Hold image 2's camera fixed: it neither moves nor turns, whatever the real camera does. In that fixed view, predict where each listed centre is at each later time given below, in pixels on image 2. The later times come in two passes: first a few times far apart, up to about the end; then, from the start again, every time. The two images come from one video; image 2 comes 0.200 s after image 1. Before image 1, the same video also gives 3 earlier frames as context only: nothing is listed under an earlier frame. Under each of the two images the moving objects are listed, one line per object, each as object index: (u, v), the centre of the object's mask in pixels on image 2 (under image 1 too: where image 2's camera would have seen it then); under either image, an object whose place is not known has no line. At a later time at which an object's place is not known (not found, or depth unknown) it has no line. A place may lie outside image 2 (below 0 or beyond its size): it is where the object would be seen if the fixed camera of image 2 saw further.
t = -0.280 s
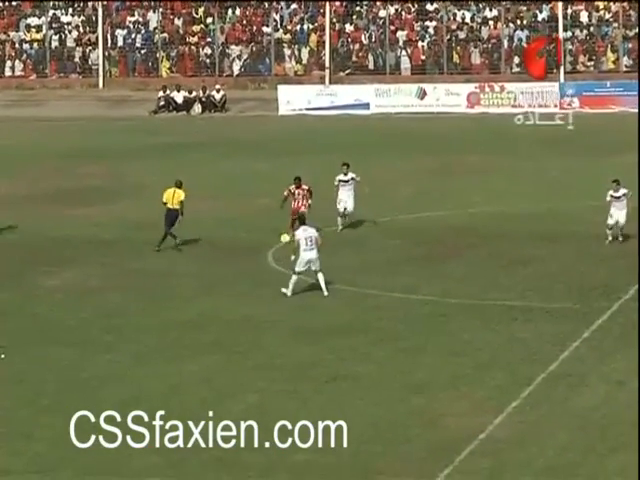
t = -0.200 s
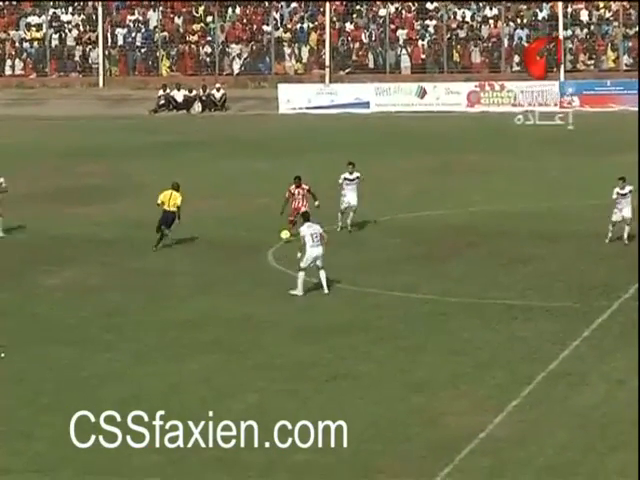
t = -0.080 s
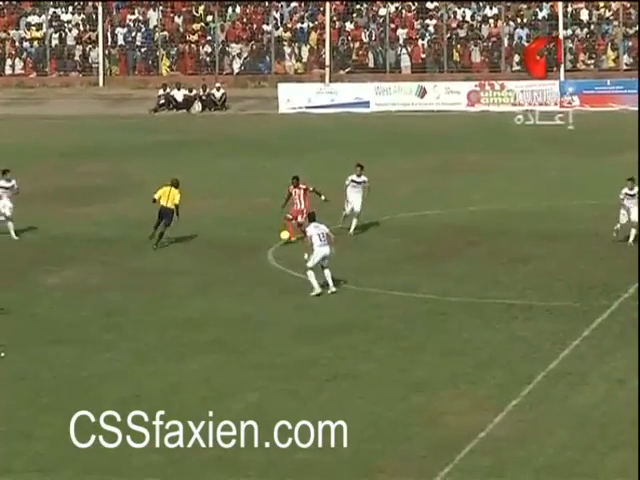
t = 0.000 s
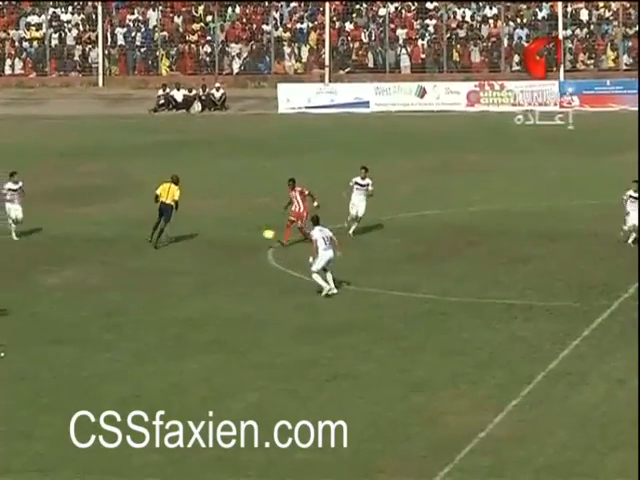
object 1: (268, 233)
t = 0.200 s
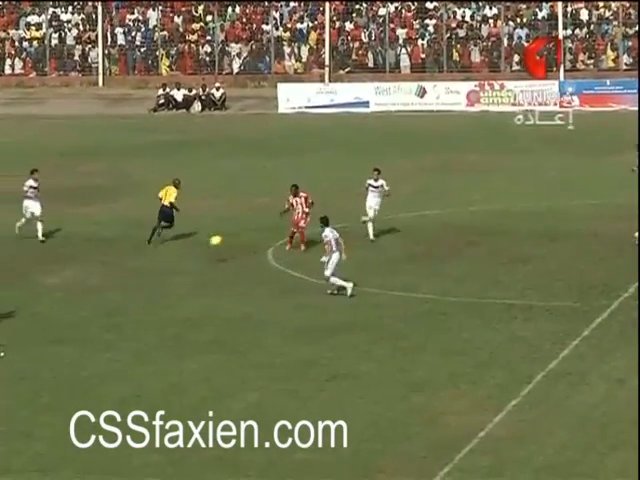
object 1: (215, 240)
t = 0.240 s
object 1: (204, 243)
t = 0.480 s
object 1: (136, 281)
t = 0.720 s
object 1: (90, 274)
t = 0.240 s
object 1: (204, 243)
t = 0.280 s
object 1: (193, 247)
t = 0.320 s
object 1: (182, 252)
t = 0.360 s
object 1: (171, 259)
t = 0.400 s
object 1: (159, 266)
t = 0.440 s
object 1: (148, 274)
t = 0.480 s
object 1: (136, 281)
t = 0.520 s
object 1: (128, 280)
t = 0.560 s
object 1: (120, 277)
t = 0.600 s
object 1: (112, 275)
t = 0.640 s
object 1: (105, 273)
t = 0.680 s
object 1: (97, 273)
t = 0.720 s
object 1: (90, 274)
